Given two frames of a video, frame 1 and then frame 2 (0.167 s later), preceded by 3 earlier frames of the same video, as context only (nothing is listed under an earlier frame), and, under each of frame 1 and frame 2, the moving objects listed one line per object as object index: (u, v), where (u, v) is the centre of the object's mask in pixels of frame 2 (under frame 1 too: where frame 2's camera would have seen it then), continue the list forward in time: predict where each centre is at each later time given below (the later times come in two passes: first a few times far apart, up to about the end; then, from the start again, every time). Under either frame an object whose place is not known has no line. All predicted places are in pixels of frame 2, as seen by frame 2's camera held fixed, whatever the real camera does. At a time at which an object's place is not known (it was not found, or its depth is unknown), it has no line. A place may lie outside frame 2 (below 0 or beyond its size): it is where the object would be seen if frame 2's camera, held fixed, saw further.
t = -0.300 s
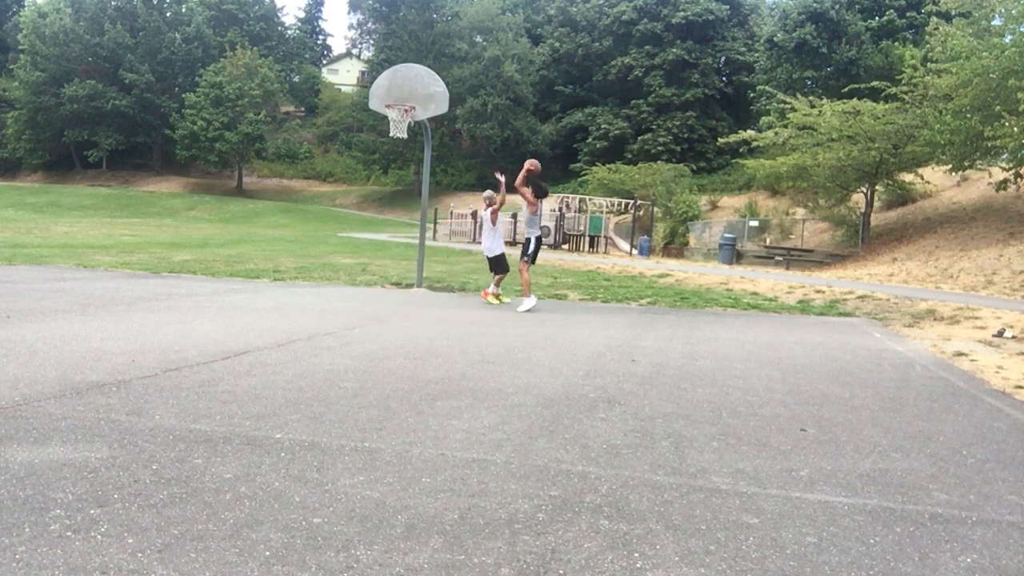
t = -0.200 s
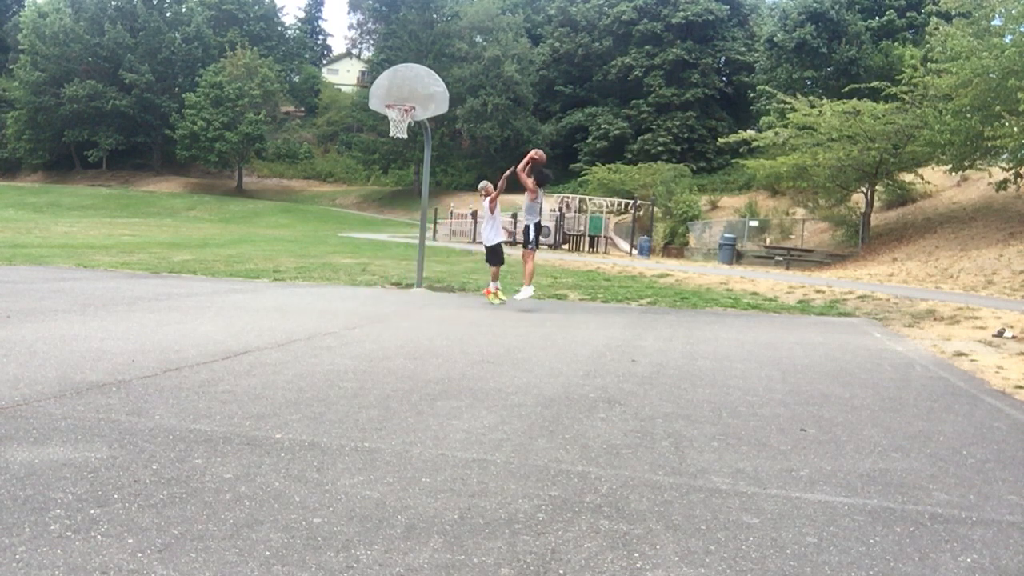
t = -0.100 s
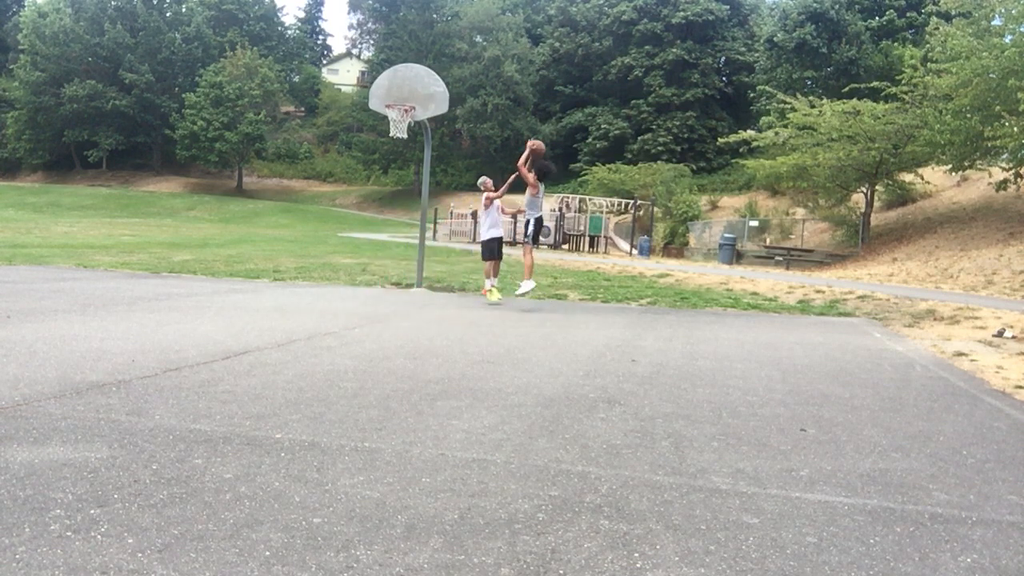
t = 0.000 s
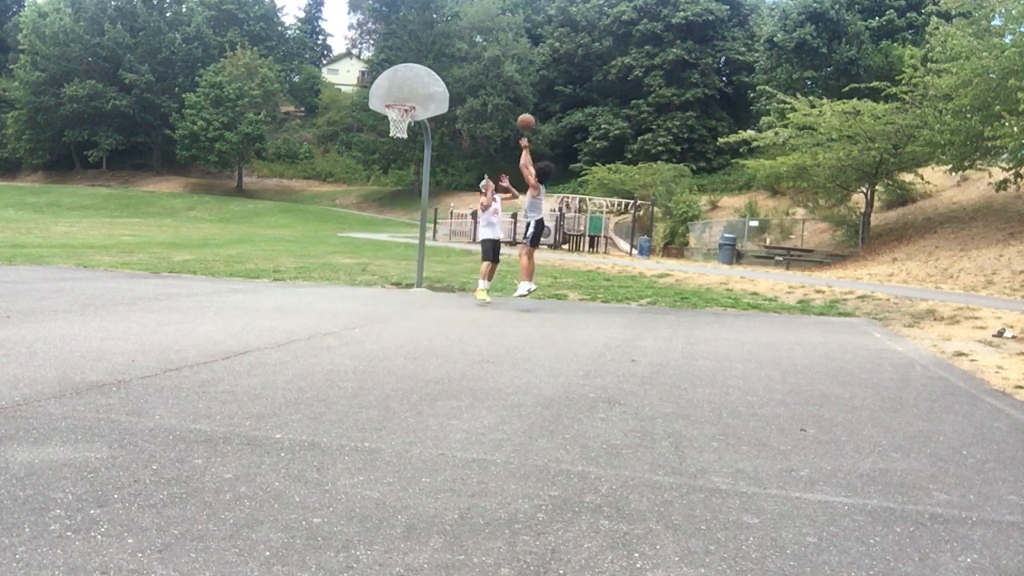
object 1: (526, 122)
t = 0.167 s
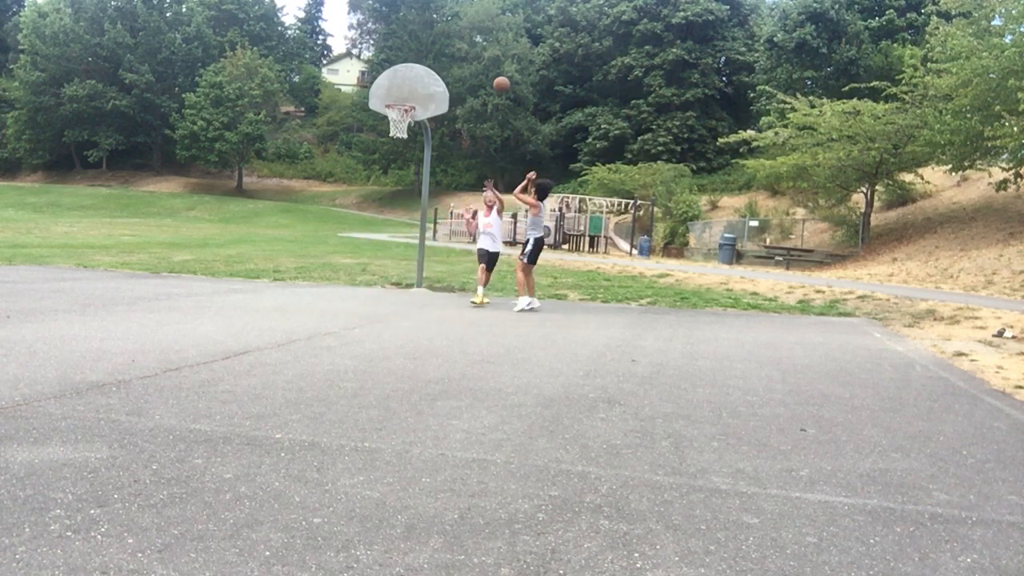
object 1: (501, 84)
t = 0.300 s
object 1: (482, 69)
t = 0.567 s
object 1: (443, 74)
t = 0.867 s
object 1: (426, 87)
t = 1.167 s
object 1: (435, 83)
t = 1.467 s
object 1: (438, 134)
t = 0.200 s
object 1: (496, 80)
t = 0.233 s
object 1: (492, 75)
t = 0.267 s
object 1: (486, 71)
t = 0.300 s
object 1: (482, 69)
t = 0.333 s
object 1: (477, 67)
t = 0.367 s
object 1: (472, 67)
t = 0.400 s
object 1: (467, 66)
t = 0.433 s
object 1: (462, 66)
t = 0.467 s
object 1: (457, 67)
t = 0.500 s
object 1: (453, 68)
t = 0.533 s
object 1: (448, 70)
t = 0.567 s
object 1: (443, 74)
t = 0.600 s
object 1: (439, 78)
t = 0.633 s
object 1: (434, 83)
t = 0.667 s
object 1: (428, 87)
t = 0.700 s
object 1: (424, 93)
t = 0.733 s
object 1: (419, 98)
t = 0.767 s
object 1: (419, 99)
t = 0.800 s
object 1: (421, 94)
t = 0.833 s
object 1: (424, 90)
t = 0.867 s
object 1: (426, 87)
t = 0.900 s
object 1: (428, 84)
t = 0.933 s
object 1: (429, 80)
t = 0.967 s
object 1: (430, 79)
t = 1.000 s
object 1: (431, 78)
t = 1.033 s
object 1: (432, 78)
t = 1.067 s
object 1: (433, 78)
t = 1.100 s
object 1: (433, 79)
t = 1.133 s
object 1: (434, 81)
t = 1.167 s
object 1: (435, 83)
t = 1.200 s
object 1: (435, 86)
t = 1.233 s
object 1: (436, 90)
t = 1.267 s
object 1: (436, 95)
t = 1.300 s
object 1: (436, 99)
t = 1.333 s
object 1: (437, 106)
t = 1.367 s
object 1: (437, 111)
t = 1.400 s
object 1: (438, 118)
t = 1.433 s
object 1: (438, 125)
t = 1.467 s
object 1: (438, 134)
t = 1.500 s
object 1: (438, 144)
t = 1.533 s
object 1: (438, 153)
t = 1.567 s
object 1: (438, 163)
